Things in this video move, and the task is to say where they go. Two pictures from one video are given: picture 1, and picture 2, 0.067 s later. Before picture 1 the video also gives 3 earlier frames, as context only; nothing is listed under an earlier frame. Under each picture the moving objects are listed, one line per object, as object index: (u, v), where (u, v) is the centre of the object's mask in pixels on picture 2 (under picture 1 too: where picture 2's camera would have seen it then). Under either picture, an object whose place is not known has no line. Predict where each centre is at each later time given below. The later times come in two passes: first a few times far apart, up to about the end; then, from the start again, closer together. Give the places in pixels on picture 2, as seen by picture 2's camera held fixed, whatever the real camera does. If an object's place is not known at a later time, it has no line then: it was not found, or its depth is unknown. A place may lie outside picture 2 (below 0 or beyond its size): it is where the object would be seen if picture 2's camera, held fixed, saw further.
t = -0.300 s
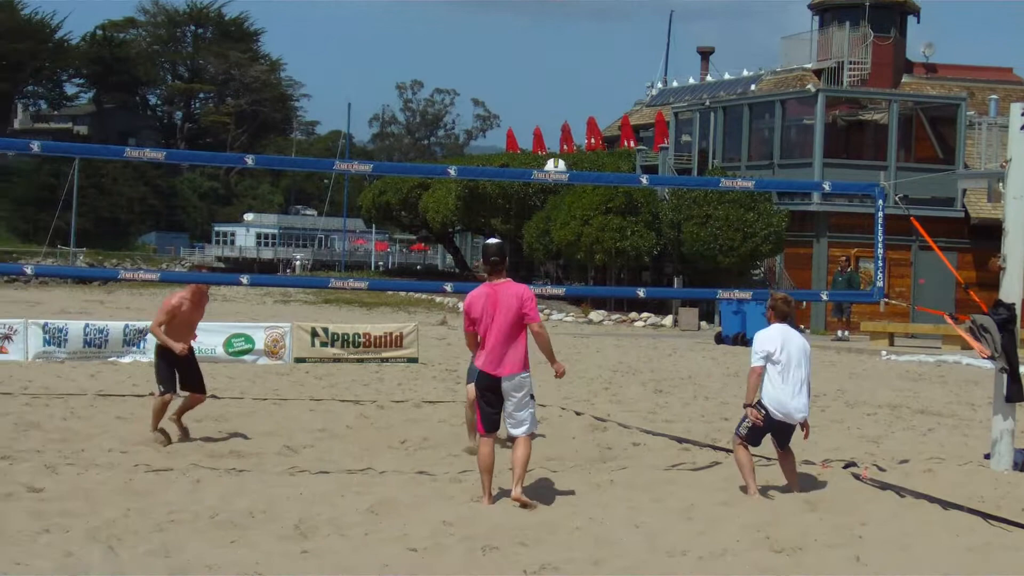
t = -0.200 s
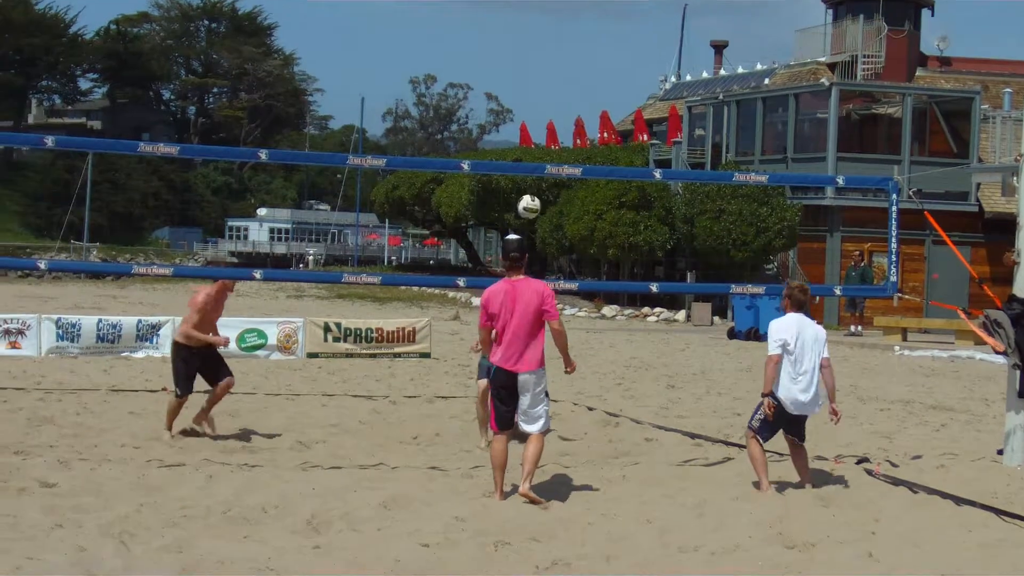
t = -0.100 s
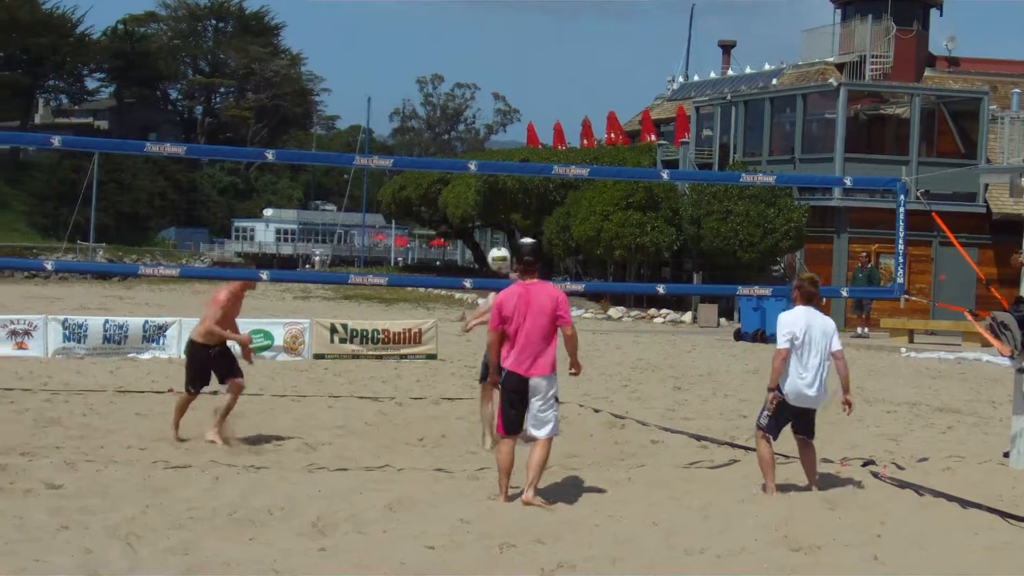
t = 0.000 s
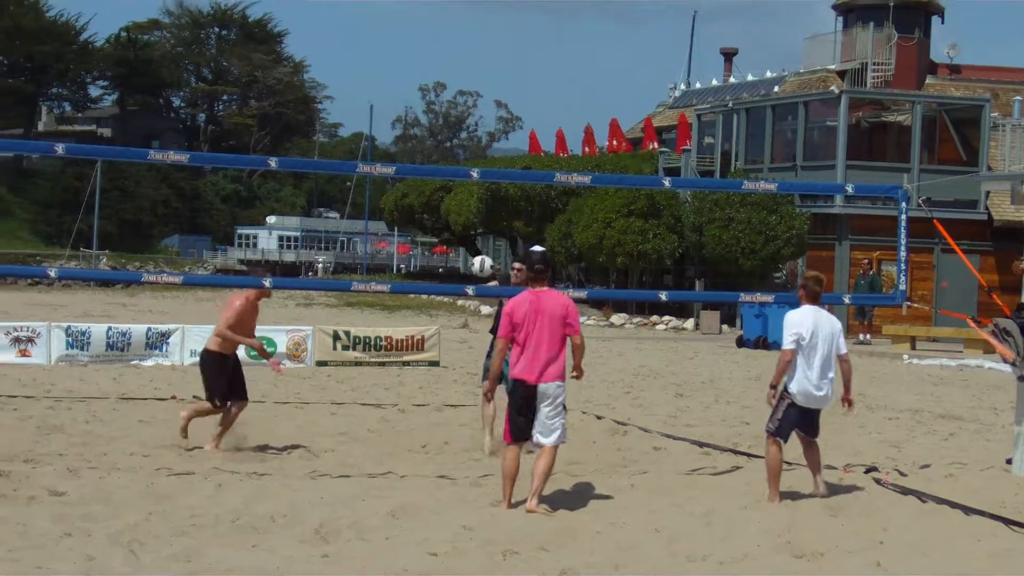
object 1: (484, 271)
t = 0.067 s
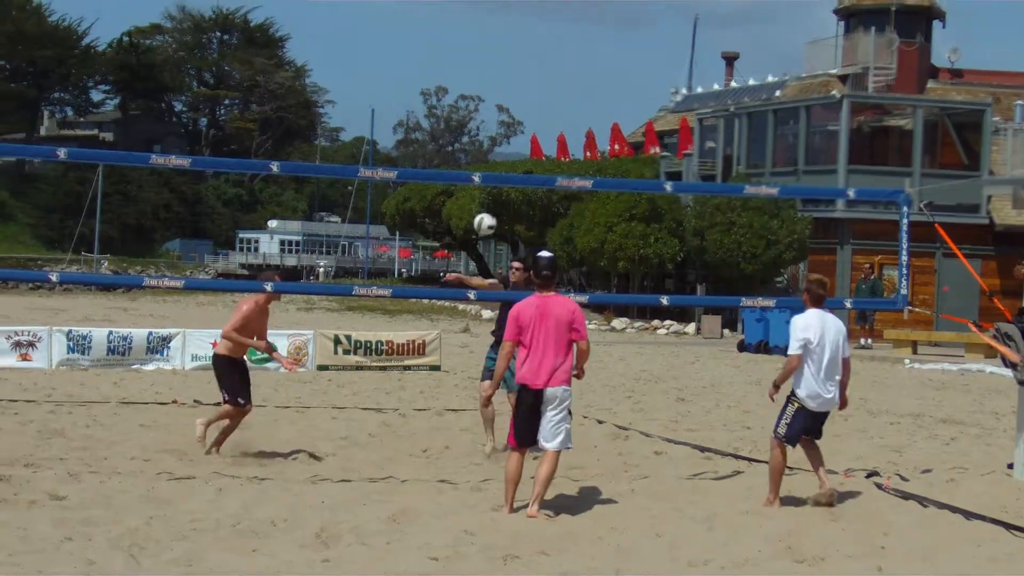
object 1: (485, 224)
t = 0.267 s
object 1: (490, 108)
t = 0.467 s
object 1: (496, 30)
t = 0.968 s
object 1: (506, 15)
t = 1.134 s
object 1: (507, 74)
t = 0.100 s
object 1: (486, 202)
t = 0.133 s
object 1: (486, 189)
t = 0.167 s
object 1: (488, 162)
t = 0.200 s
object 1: (488, 143)
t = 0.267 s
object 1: (490, 108)
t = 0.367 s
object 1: (493, 65)
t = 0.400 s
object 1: (495, 51)
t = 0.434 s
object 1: (495, 41)
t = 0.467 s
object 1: (496, 30)
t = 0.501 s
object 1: (498, 21)
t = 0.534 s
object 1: (498, 12)
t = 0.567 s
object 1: (498, 5)
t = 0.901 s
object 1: (505, 1)
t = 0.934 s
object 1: (505, 8)
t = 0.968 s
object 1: (506, 15)
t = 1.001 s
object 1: (506, 25)
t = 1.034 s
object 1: (506, 35)
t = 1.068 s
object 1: (508, 46)
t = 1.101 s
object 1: (507, 59)
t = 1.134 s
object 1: (507, 74)
